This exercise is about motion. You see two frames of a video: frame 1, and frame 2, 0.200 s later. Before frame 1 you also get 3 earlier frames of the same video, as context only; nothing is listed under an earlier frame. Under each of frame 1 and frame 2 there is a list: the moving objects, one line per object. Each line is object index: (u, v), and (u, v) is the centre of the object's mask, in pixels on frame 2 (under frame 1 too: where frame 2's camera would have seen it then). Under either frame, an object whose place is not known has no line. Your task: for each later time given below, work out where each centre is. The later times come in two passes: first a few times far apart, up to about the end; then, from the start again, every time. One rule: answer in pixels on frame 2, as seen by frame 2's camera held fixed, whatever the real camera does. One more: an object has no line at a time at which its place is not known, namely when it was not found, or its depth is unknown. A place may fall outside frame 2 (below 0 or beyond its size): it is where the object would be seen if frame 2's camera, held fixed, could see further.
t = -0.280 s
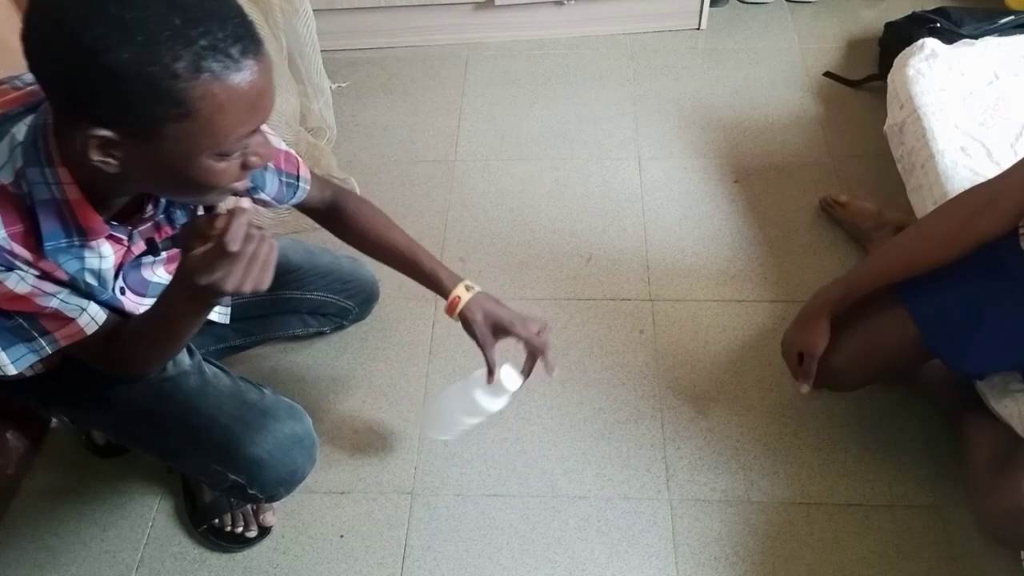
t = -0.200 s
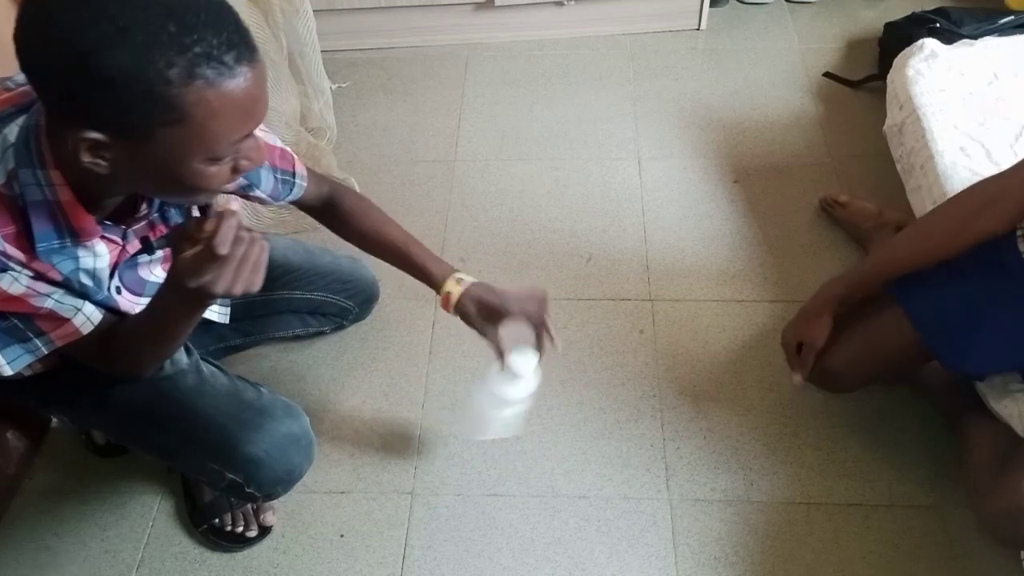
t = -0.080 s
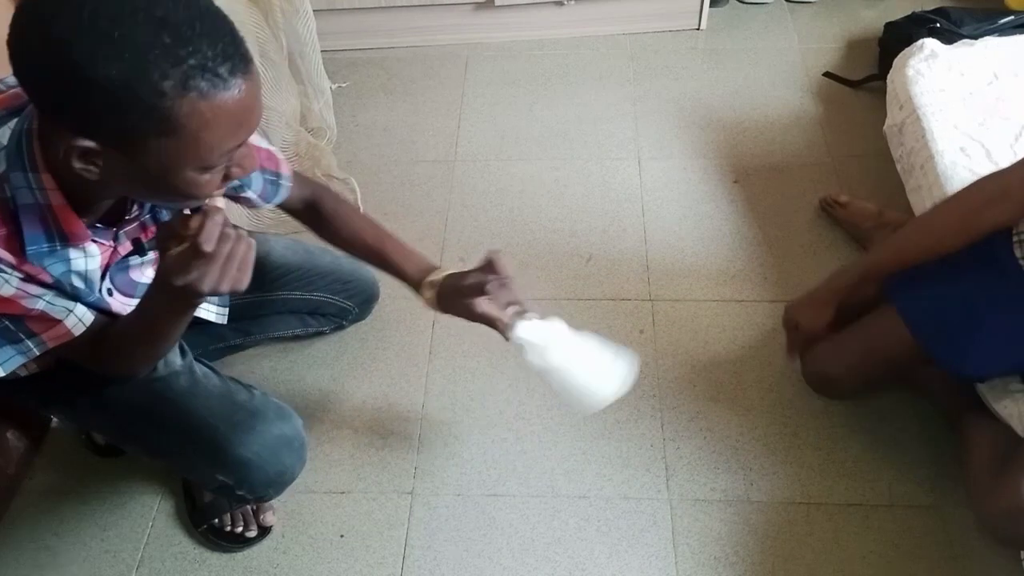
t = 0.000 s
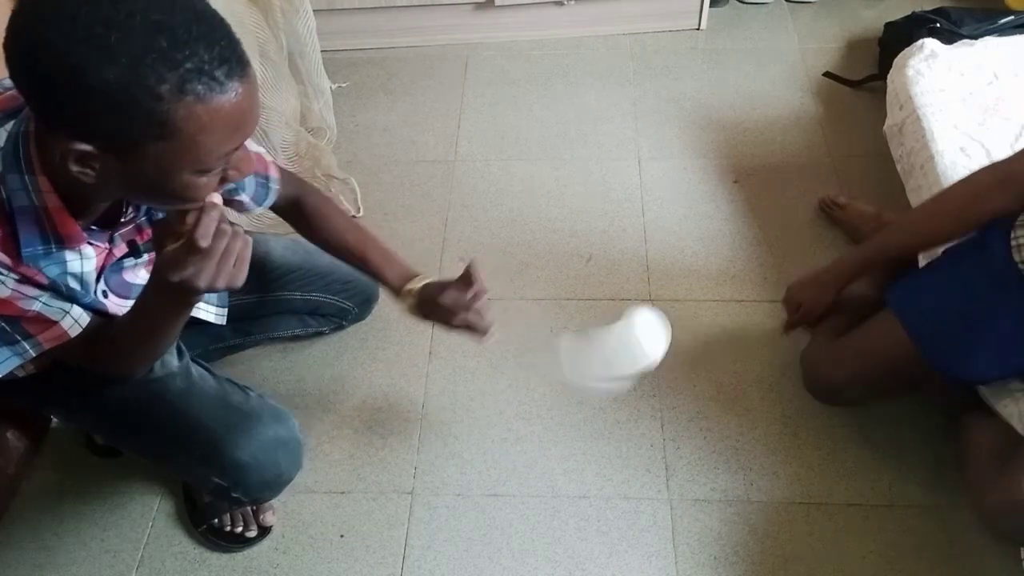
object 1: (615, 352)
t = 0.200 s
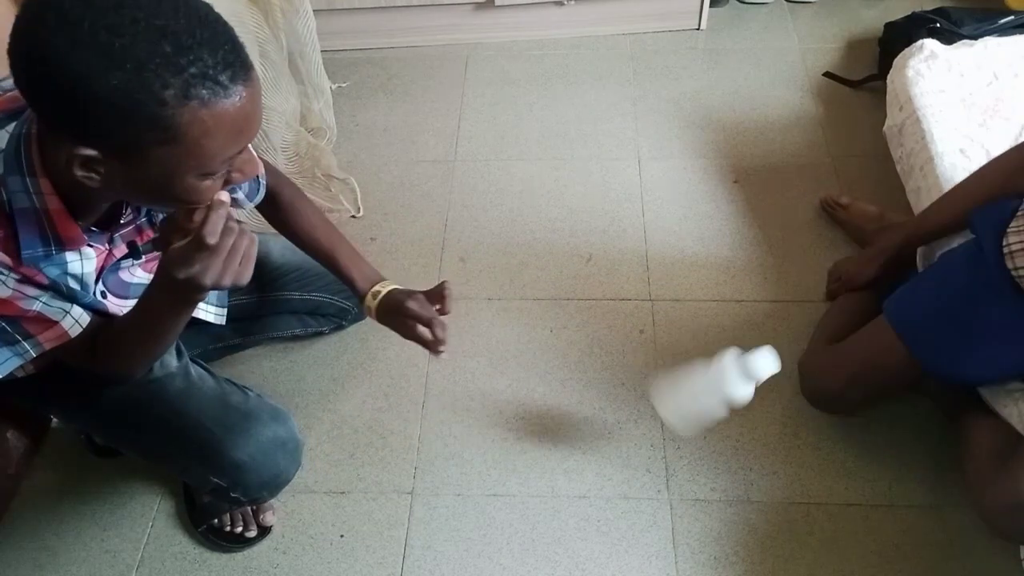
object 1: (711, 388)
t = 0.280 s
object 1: (716, 420)
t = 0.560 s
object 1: (715, 408)
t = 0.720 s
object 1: (738, 421)
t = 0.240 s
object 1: (715, 411)
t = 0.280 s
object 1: (716, 420)
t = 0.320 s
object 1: (714, 418)
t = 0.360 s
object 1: (712, 415)
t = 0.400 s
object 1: (711, 413)
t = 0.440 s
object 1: (710, 411)
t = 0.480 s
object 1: (709, 410)
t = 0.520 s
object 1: (711, 409)
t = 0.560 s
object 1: (715, 408)
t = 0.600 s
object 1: (719, 408)
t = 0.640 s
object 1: (725, 409)
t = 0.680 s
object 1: (733, 413)
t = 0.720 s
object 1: (738, 421)
